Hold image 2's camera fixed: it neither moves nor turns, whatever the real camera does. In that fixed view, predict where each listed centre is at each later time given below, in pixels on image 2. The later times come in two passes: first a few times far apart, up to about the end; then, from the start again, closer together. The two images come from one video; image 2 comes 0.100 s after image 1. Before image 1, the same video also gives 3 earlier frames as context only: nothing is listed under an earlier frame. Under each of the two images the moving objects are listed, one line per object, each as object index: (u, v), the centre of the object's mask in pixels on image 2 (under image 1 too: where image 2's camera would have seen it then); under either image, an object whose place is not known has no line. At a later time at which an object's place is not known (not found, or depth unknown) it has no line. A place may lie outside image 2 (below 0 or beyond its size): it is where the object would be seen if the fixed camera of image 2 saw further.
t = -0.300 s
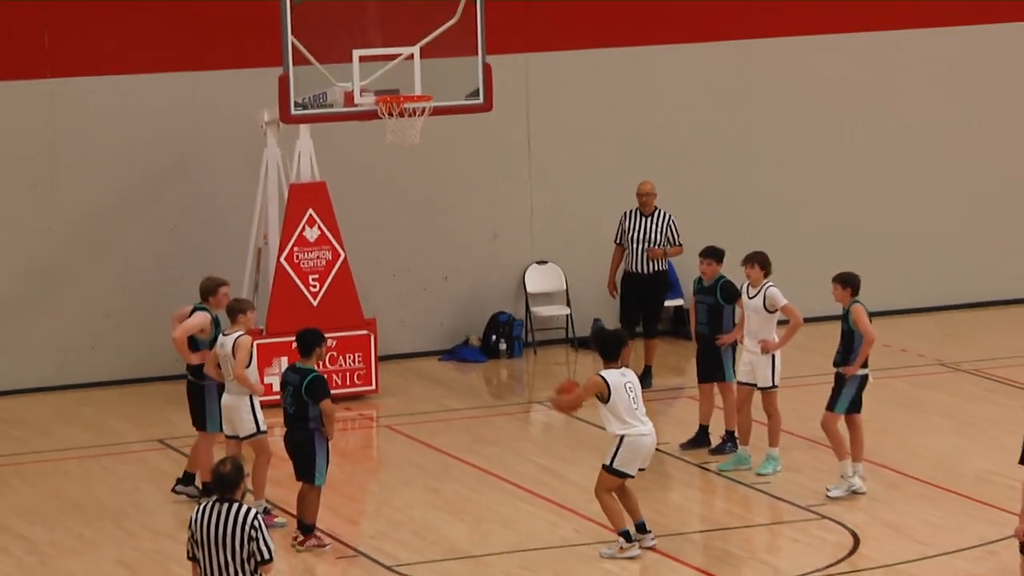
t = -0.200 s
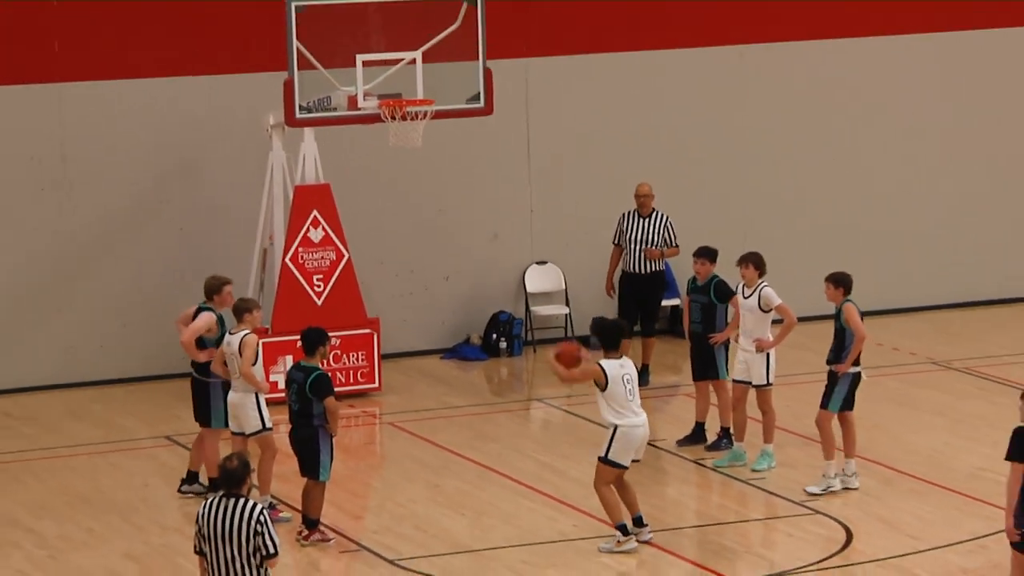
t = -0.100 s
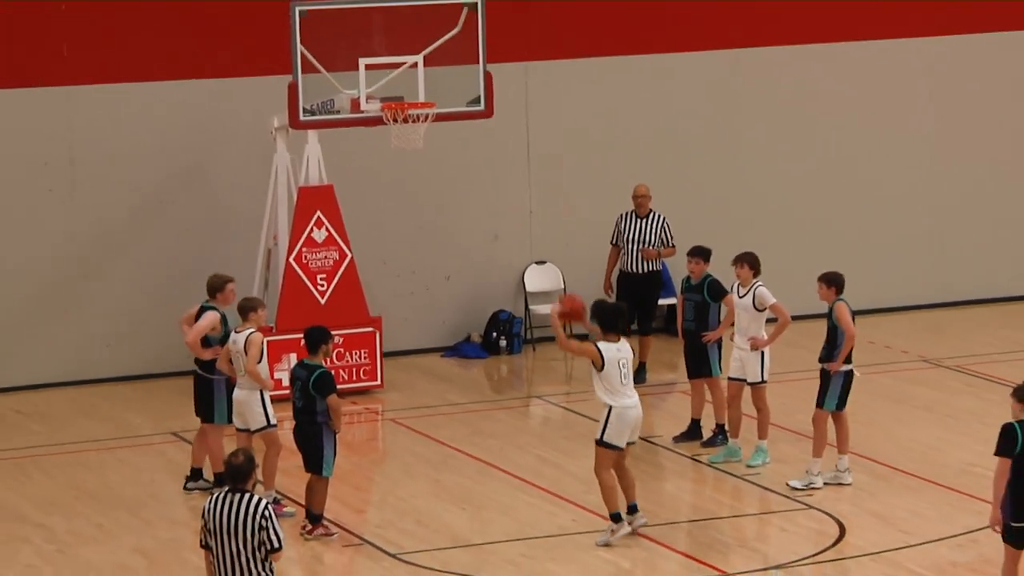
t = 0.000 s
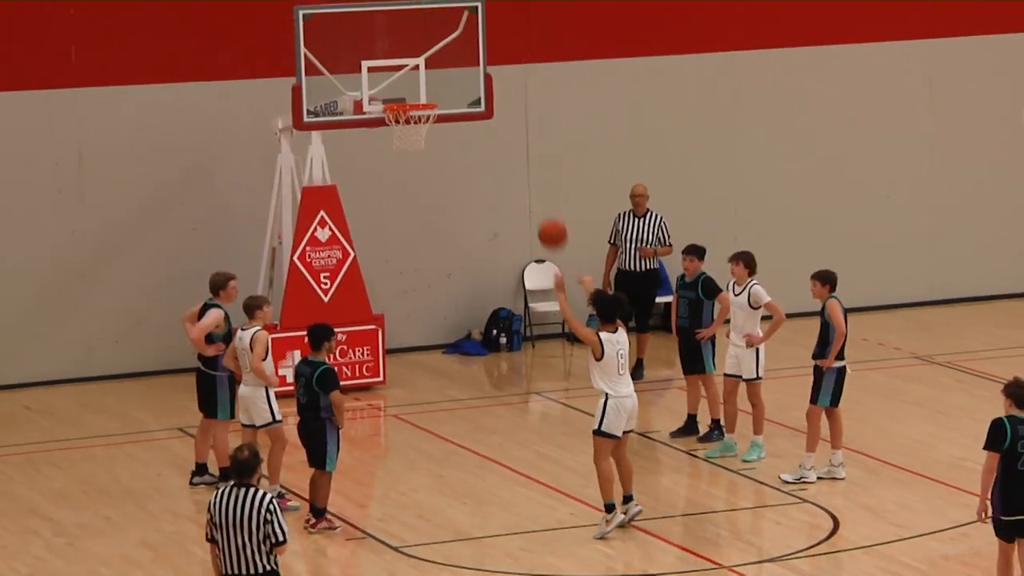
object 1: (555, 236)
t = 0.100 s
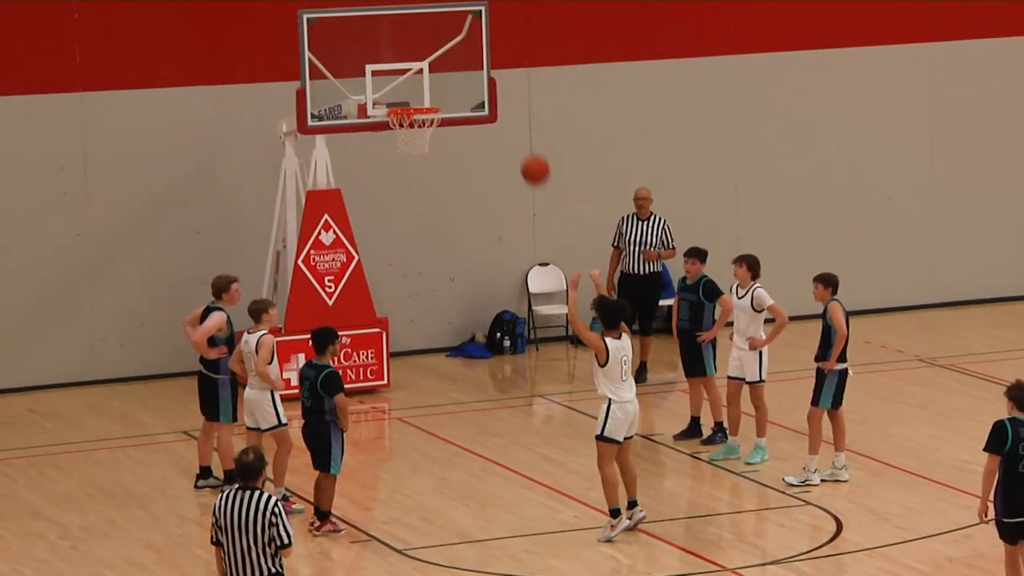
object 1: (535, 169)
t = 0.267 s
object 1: (503, 87)
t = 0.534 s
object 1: (458, 27)
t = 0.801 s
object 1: (419, 49)
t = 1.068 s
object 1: (422, 99)
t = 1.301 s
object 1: (426, 96)
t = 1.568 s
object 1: (434, 164)
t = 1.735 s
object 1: (440, 249)
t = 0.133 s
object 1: (528, 150)
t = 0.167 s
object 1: (522, 132)
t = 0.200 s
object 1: (515, 116)
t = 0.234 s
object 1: (509, 101)
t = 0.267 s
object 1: (503, 87)
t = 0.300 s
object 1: (497, 74)
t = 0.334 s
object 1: (491, 64)
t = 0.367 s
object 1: (485, 54)
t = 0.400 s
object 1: (480, 46)
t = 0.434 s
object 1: (475, 39)
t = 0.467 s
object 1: (468, 33)
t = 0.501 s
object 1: (463, 29)
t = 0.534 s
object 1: (458, 27)
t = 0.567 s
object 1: (453, 25)
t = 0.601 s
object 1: (448, 23)
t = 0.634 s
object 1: (443, 24)
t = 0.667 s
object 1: (439, 27)
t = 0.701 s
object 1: (434, 30)
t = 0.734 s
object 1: (429, 35)
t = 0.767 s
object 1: (425, 41)
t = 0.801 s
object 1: (419, 49)
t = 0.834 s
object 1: (415, 58)
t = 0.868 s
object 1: (410, 68)
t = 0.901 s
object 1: (406, 79)
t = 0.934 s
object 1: (402, 90)
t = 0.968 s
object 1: (398, 101)
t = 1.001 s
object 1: (409, 101)
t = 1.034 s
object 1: (421, 102)
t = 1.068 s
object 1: (422, 99)
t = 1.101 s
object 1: (423, 96)
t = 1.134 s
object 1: (423, 93)
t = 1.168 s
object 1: (424, 91)
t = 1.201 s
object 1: (424, 90)
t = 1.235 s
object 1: (425, 91)
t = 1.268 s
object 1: (425, 92)
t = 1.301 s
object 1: (426, 96)
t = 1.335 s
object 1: (427, 100)
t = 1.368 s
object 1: (428, 105)
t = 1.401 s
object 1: (429, 112)
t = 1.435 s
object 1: (429, 120)
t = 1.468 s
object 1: (431, 130)
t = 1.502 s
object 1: (432, 140)
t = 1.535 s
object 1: (432, 151)
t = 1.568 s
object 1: (434, 164)
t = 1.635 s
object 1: (436, 194)
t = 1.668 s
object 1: (437, 211)
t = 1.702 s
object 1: (439, 229)
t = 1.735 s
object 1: (440, 249)
